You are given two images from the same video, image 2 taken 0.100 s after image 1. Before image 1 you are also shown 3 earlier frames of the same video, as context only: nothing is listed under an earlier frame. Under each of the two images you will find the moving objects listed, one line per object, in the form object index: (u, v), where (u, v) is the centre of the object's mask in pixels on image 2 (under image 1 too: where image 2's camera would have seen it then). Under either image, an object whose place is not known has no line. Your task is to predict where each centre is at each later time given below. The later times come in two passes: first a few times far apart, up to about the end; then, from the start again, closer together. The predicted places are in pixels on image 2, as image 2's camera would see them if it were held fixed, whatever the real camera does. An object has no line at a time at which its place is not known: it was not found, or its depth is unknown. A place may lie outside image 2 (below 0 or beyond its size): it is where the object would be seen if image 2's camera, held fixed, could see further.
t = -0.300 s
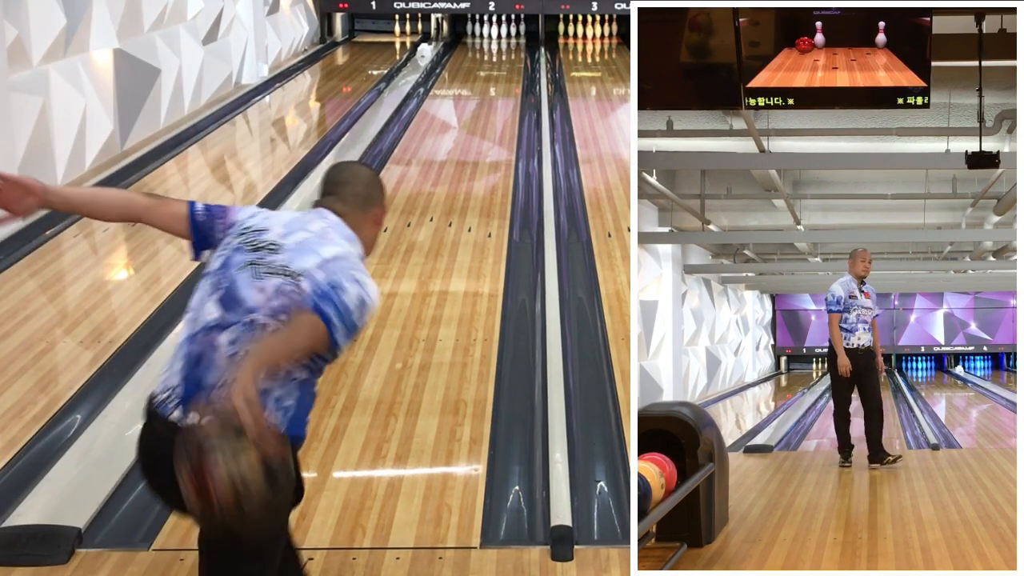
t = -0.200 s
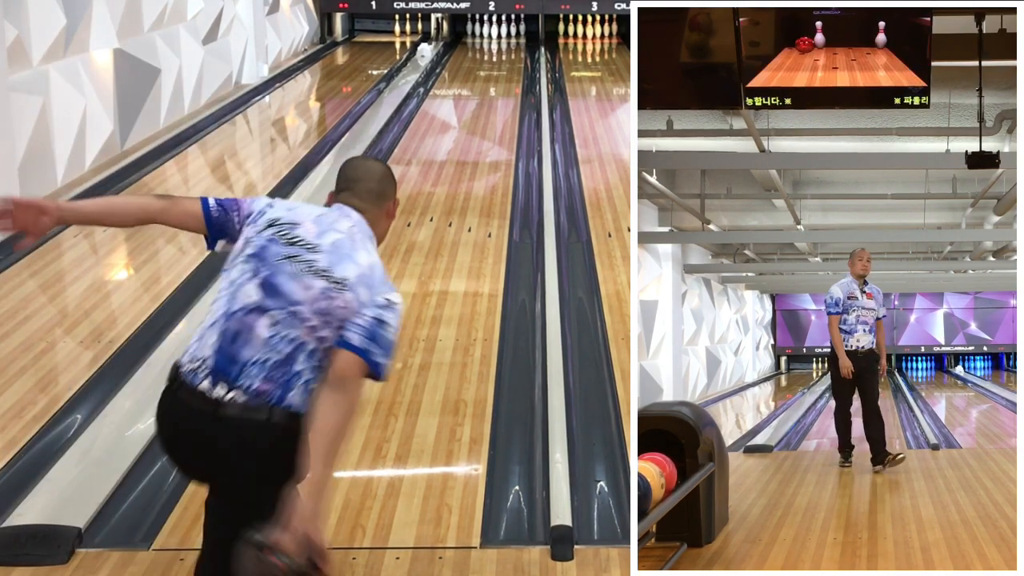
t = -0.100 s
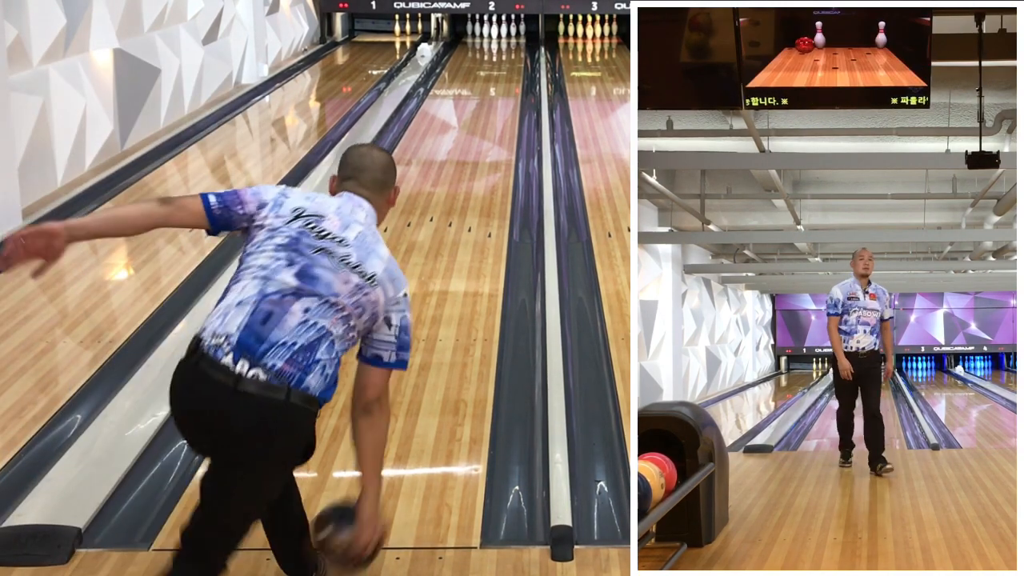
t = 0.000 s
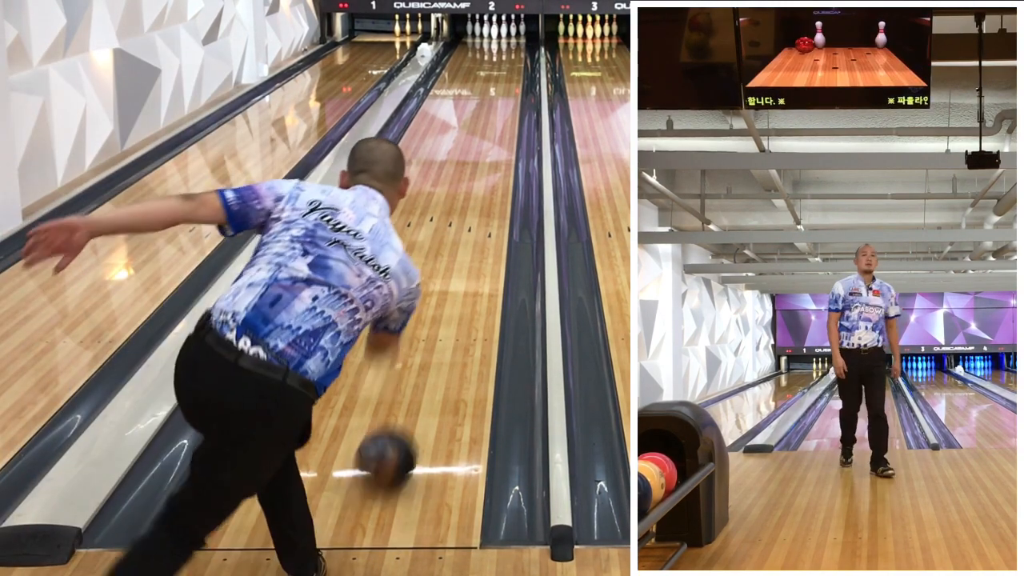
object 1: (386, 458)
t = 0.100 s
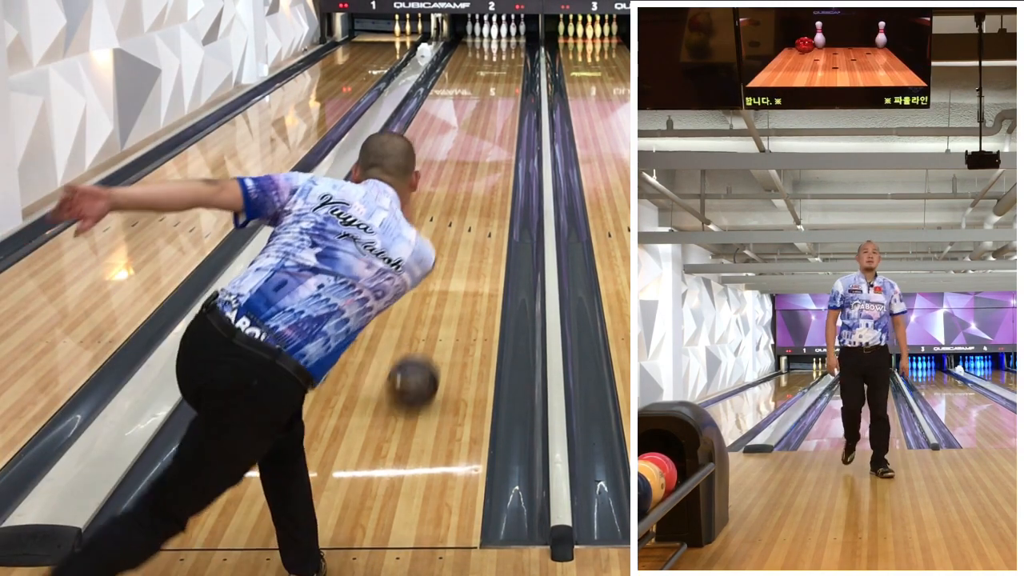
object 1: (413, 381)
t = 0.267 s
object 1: (443, 293)
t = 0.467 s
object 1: (467, 222)
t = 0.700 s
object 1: (484, 169)
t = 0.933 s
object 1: (495, 131)
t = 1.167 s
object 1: (502, 104)
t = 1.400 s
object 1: (507, 83)
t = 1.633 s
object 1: (510, 67)
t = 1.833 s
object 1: (510, 55)
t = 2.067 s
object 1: (509, 43)
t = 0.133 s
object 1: (420, 359)
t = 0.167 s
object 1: (427, 342)
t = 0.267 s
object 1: (443, 293)
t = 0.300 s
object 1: (448, 279)
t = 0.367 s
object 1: (462, 257)
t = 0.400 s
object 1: (467, 244)
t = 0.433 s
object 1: (474, 236)
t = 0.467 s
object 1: (467, 222)
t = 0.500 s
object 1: (470, 213)
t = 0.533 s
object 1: (473, 205)
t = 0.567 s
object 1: (475, 197)
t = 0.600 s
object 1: (478, 189)
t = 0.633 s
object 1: (480, 182)
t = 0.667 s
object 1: (482, 175)
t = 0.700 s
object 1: (484, 169)
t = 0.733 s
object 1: (486, 163)
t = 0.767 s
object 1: (488, 156)
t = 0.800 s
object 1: (489, 151)
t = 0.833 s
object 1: (491, 146)
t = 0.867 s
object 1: (492, 141)
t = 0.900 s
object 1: (494, 136)
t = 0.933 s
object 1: (495, 131)
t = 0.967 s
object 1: (497, 127)
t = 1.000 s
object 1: (498, 122)
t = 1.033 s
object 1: (499, 118)
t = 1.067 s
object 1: (500, 114)
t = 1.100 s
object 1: (501, 111)
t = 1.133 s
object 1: (502, 107)
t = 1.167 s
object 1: (502, 104)
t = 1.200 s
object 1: (503, 100)
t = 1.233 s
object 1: (504, 97)
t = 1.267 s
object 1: (505, 94)
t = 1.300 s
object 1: (505, 91)
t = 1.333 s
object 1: (506, 88)
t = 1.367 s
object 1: (507, 85)
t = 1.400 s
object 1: (507, 83)
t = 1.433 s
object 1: (508, 80)
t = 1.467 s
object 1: (509, 78)
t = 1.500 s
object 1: (508, 76)
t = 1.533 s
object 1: (510, 72)
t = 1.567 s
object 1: (509, 70)
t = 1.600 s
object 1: (509, 69)
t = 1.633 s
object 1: (510, 67)
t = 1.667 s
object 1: (510, 64)
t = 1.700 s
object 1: (510, 62)
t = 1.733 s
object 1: (510, 60)
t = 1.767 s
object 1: (511, 59)
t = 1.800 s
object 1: (511, 56)
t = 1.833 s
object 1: (510, 55)
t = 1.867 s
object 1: (510, 53)
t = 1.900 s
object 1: (510, 51)
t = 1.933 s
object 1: (510, 49)
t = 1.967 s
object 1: (509, 47)
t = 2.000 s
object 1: (510, 46)
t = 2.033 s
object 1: (509, 45)
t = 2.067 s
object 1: (509, 43)
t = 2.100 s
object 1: (508, 42)
